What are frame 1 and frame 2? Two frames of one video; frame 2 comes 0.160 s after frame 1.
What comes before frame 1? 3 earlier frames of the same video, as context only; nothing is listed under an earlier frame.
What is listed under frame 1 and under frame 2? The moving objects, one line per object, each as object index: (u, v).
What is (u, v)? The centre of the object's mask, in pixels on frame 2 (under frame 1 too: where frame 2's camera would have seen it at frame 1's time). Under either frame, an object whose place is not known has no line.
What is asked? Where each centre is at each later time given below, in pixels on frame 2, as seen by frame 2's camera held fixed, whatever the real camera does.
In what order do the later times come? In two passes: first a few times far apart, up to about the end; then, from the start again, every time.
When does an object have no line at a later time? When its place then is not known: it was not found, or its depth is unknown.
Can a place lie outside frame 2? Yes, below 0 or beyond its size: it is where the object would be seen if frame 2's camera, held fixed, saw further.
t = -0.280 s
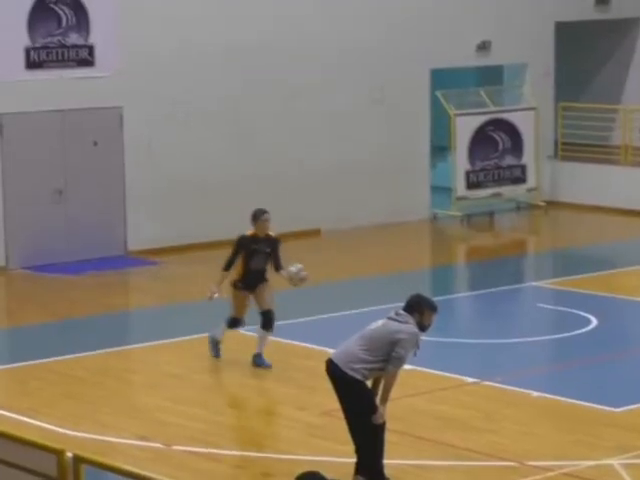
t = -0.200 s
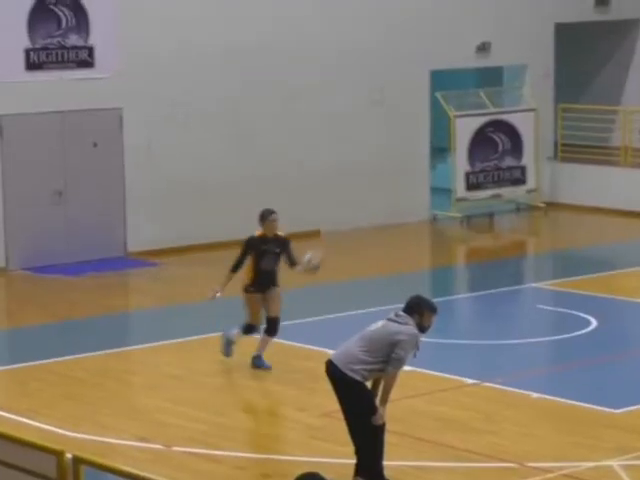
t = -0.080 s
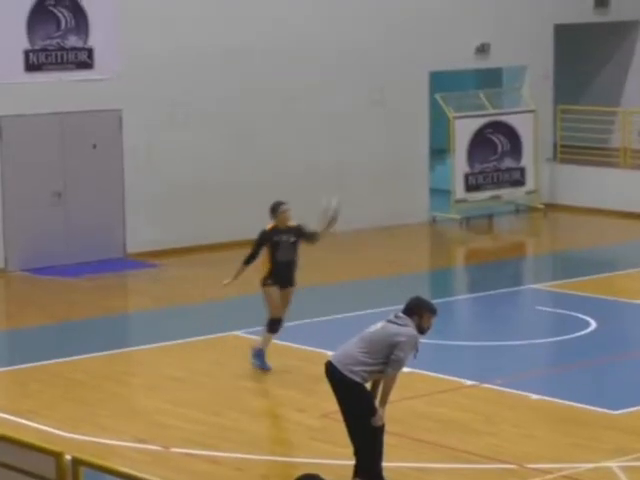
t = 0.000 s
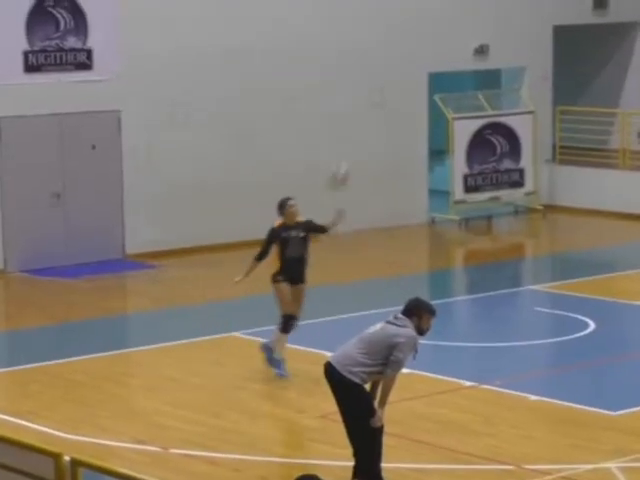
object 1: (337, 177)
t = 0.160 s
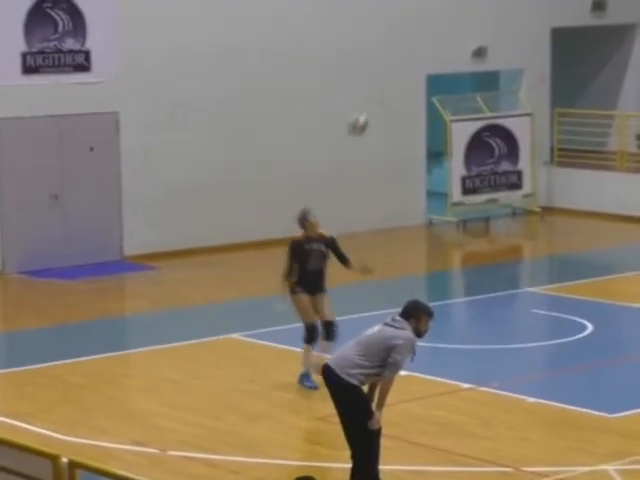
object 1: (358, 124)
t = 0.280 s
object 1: (374, 99)
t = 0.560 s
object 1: (413, 102)
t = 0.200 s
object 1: (363, 114)
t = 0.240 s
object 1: (368, 106)
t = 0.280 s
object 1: (374, 99)
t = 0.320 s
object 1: (379, 95)
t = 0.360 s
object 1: (385, 92)
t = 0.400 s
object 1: (390, 91)
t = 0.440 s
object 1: (396, 91)
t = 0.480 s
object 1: (402, 93)
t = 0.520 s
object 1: (407, 97)
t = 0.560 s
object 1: (413, 102)
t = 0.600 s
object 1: (418, 108)
